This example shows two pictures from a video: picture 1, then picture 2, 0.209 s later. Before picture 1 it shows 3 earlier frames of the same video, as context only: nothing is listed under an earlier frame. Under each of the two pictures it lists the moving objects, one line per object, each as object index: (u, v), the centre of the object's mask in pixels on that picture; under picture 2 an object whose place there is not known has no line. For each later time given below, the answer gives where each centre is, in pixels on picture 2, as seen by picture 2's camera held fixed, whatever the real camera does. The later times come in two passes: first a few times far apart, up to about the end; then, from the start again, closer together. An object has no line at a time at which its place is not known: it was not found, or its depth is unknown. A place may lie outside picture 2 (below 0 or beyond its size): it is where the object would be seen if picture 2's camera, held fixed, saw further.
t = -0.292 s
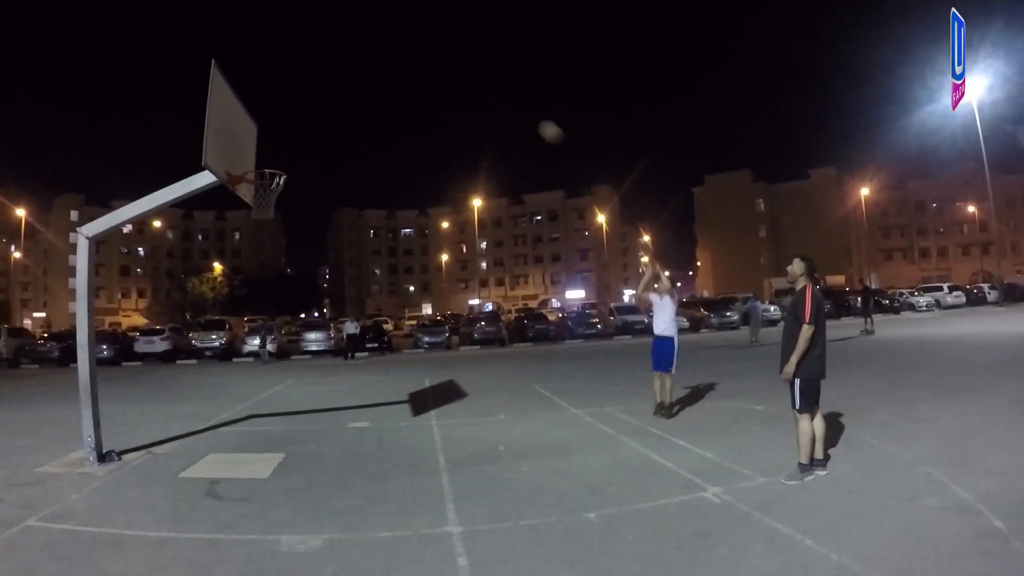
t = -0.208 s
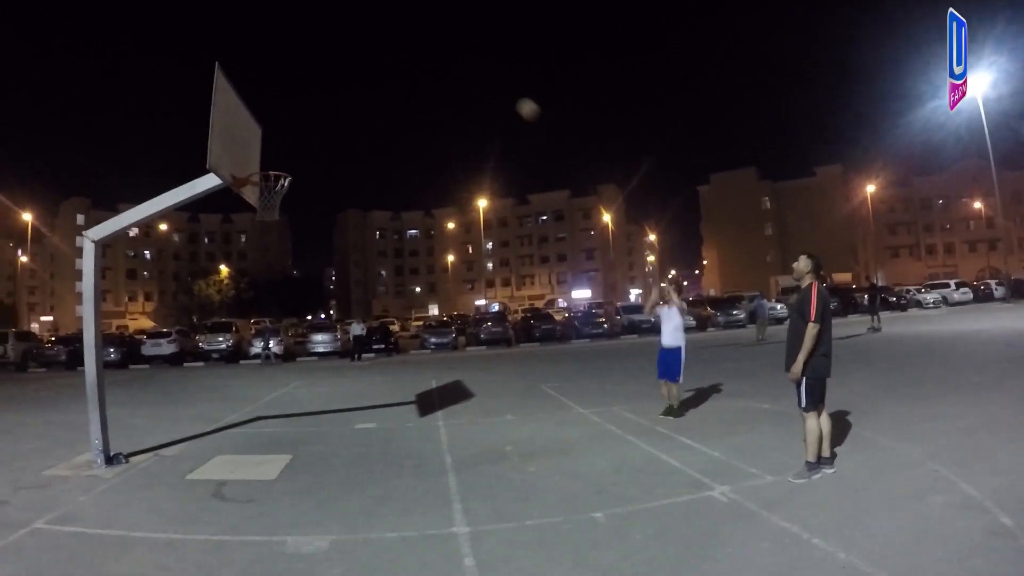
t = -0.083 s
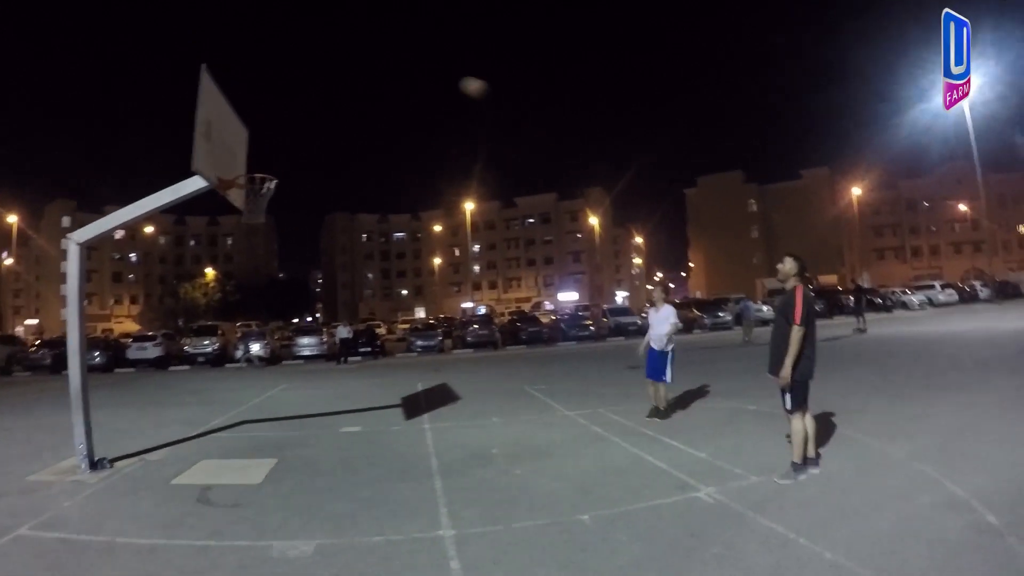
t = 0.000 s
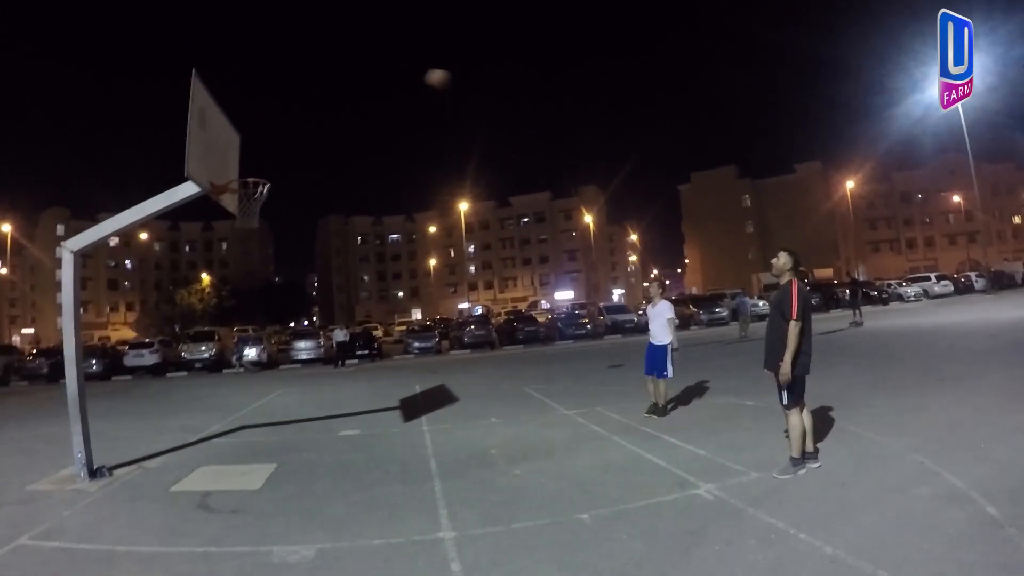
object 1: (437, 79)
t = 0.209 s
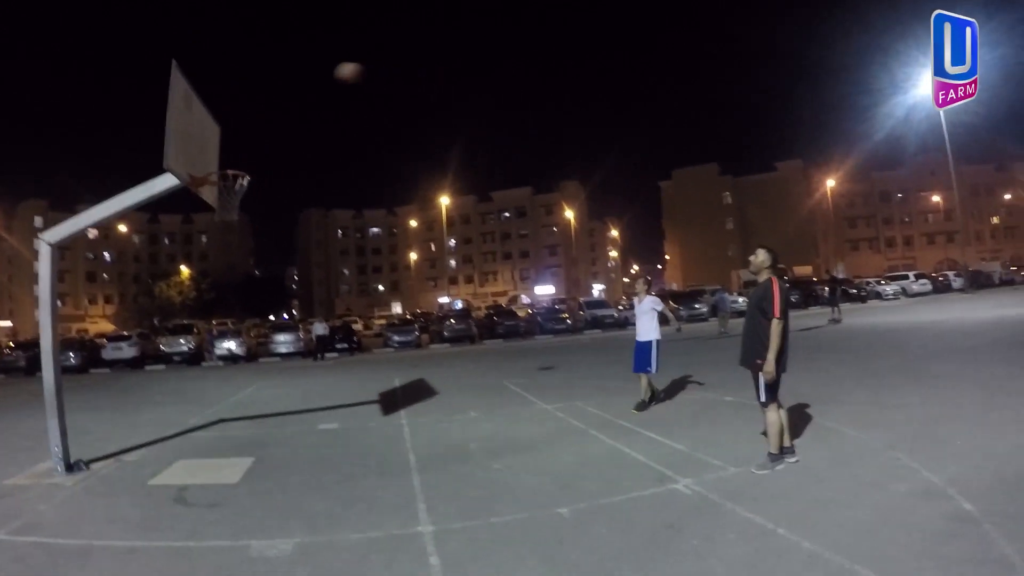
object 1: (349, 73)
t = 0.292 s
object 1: (319, 82)
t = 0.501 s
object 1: (244, 134)
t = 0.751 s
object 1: (252, 164)
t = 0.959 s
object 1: (284, 178)
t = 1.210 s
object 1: (318, 238)
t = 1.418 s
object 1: (347, 320)
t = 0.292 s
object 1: (319, 82)
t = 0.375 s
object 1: (289, 99)
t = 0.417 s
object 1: (274, 110)
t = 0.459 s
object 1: (258, 122)
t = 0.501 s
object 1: (244, 134)
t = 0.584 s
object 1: (213, 166)
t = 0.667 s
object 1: (238, 169)
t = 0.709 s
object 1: (246, 164)
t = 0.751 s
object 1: (252, 164)
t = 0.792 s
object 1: (258, 164)
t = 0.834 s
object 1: (265, 165)
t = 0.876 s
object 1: (272, 169)
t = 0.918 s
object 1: (278, 173)
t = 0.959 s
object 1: (284, 178)
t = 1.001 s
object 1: (290, 185)
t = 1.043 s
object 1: (296, 193)
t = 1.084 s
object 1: (302, 203)
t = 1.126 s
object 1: (307, 214)
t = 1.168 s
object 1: (313, 225)
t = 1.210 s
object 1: (318, 238)
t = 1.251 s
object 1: (324, 251)
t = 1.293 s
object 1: (331, 268)
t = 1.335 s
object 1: (336, 283)
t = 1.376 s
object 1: (341, 301)
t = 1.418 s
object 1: (347, 320)
